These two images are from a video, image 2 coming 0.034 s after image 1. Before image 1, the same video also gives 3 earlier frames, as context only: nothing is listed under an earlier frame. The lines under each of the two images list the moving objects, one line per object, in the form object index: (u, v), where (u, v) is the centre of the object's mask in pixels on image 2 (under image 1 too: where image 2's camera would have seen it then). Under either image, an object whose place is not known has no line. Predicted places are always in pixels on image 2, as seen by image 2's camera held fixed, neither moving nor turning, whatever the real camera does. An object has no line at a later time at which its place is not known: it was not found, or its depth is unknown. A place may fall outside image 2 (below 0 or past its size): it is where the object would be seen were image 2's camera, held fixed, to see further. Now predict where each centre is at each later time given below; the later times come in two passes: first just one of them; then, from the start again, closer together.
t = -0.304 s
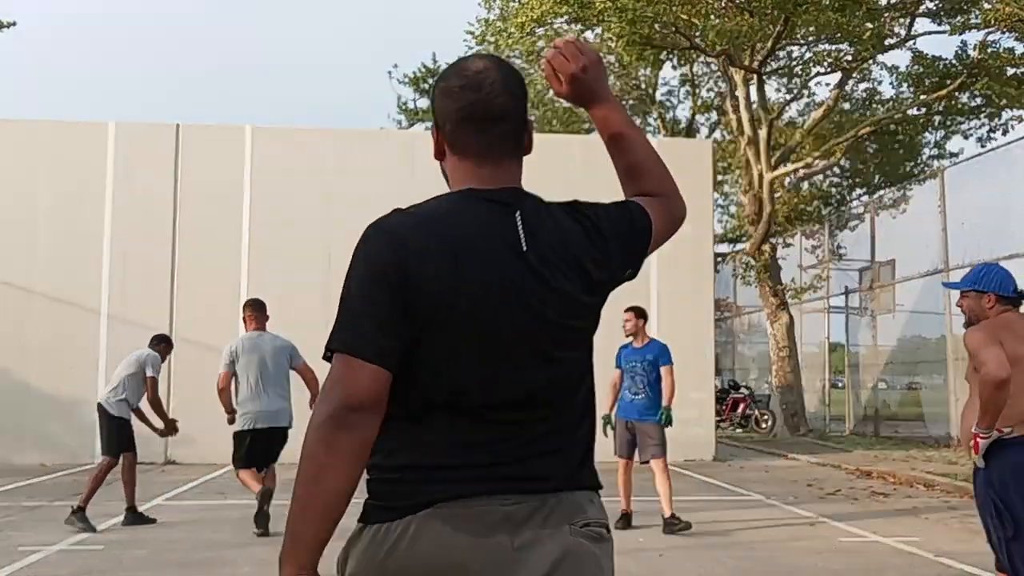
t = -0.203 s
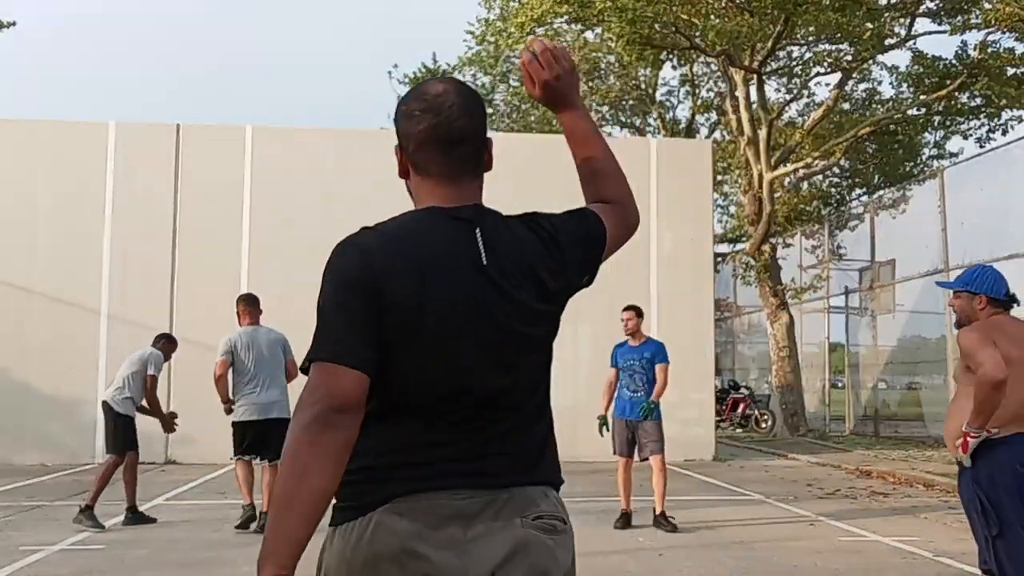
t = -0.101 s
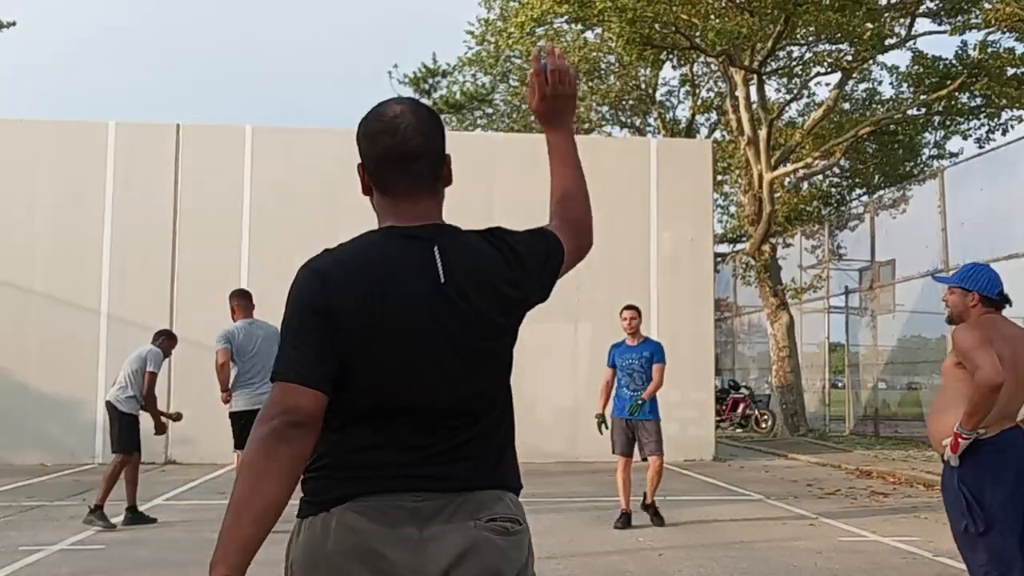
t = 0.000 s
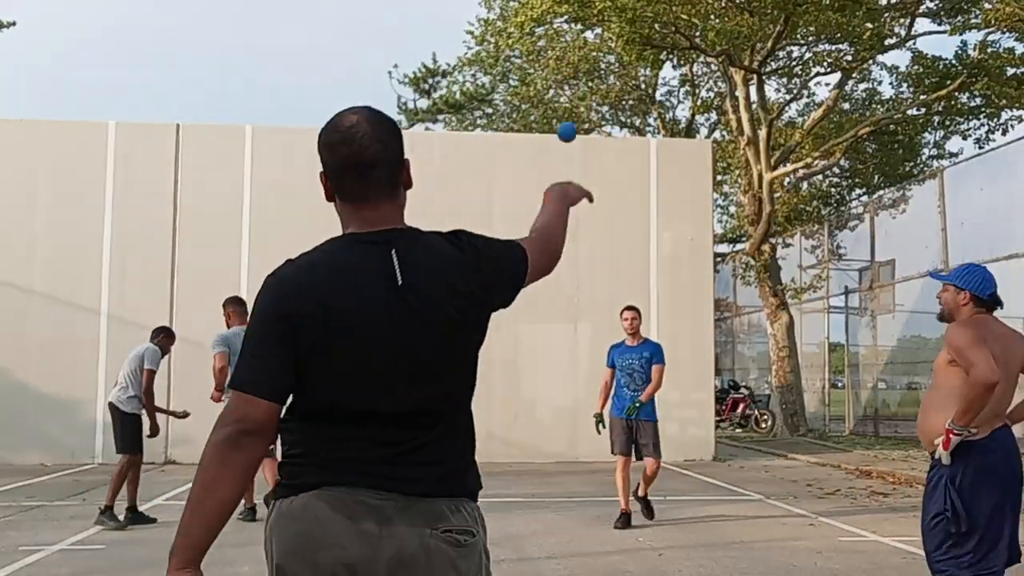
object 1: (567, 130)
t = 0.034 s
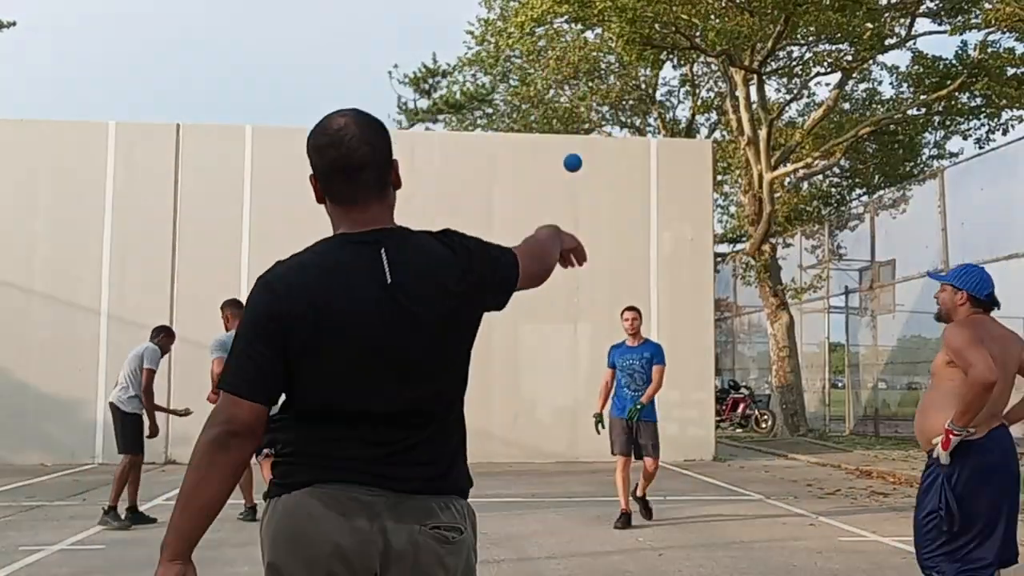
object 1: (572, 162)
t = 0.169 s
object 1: (589, 279)
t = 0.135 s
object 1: (585, 251)
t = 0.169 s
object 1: (589, 279)
